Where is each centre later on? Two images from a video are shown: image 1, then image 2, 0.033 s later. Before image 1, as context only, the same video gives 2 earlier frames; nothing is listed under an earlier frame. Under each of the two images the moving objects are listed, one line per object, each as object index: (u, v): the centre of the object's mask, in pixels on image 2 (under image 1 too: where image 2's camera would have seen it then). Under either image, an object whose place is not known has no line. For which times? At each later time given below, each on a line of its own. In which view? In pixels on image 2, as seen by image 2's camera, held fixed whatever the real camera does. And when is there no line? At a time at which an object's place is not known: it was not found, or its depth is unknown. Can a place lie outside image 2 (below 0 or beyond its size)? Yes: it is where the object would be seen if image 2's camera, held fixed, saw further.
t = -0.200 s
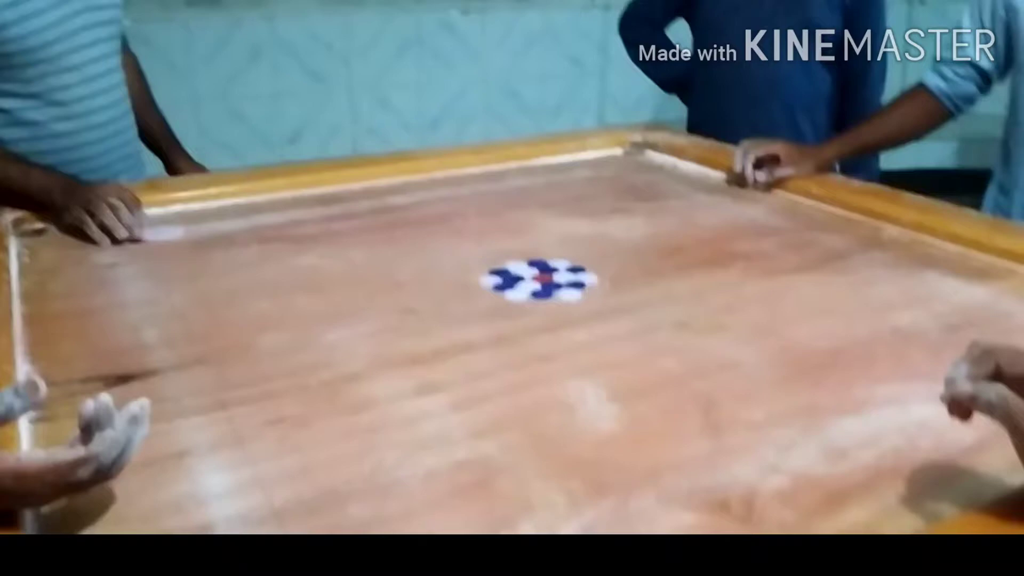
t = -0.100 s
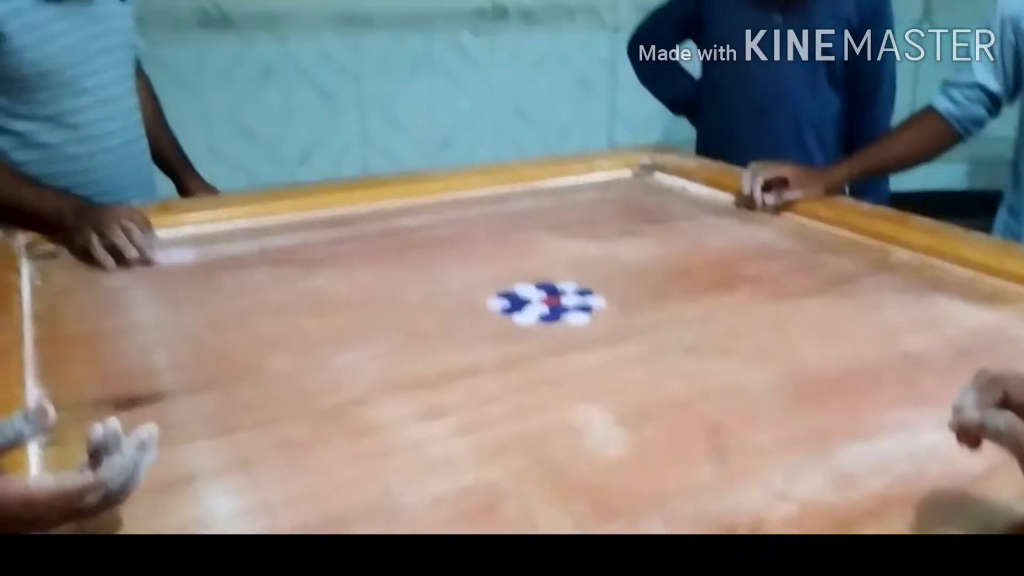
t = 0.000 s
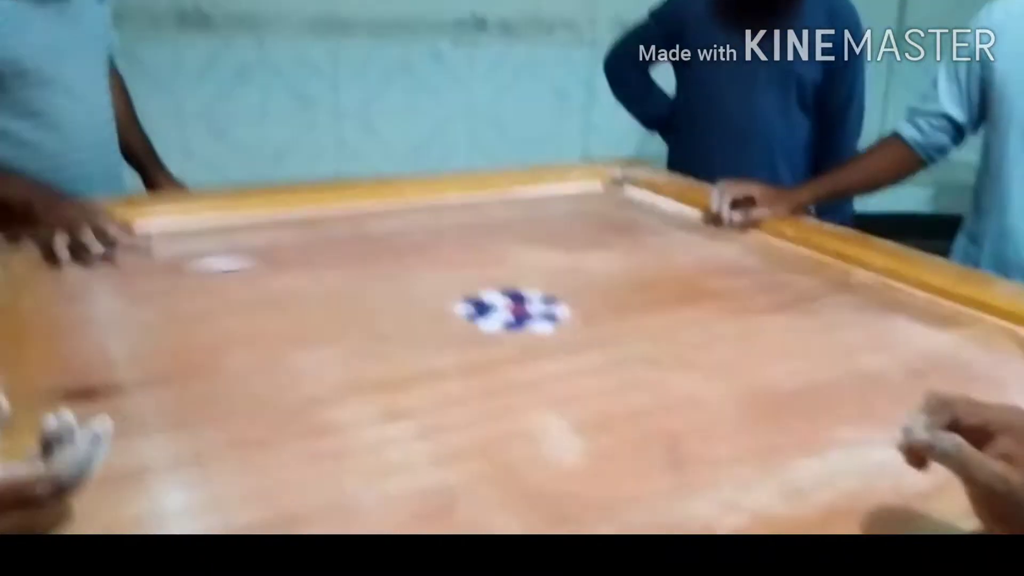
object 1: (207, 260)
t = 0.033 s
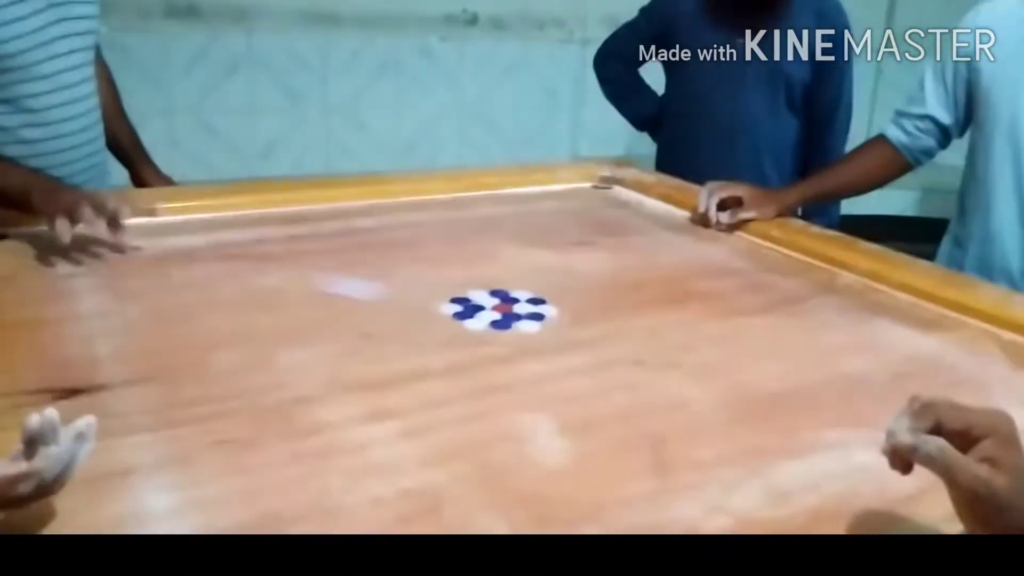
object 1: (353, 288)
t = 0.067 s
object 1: (400, 296)
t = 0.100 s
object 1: (458, 311)
